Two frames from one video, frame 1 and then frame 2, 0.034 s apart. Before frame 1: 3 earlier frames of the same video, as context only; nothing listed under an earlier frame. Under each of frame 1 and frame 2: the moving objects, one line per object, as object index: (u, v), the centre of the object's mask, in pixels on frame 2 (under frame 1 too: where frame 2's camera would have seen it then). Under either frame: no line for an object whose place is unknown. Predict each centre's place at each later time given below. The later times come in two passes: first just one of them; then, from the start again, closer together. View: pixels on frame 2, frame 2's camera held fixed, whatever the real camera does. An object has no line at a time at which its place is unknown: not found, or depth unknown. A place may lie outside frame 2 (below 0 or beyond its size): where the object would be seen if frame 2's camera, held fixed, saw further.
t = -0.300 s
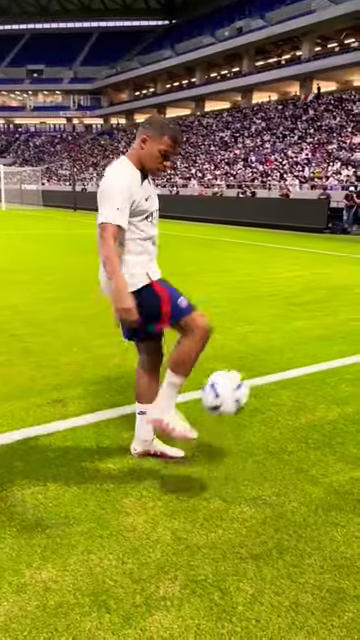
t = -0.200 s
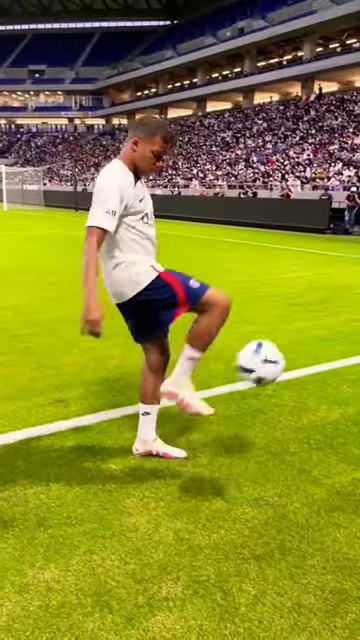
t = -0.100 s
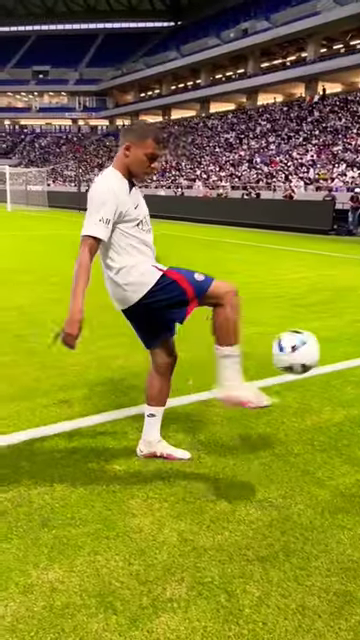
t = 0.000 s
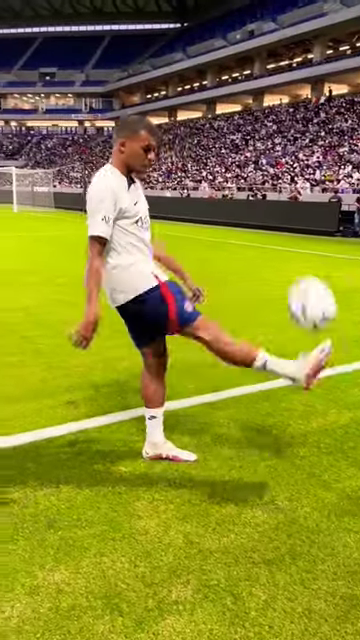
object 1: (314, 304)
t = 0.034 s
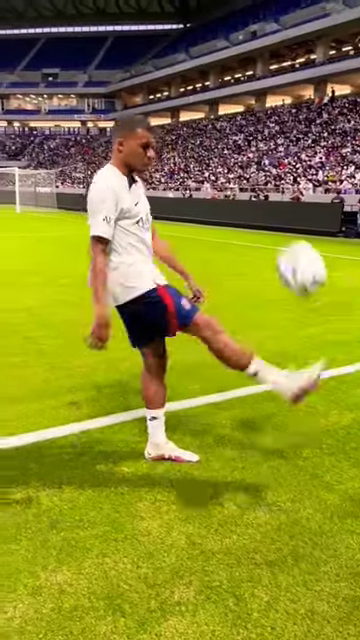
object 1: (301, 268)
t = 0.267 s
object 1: (199, 66)
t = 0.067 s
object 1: (287, 233)
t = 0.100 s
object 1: (273, 201)
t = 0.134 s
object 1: (259, 169)
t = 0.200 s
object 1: (229, 114)
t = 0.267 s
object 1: (199, 66)
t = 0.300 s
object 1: (185, 50)
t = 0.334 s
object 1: (169, 33)
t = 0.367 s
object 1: (154, 19)
